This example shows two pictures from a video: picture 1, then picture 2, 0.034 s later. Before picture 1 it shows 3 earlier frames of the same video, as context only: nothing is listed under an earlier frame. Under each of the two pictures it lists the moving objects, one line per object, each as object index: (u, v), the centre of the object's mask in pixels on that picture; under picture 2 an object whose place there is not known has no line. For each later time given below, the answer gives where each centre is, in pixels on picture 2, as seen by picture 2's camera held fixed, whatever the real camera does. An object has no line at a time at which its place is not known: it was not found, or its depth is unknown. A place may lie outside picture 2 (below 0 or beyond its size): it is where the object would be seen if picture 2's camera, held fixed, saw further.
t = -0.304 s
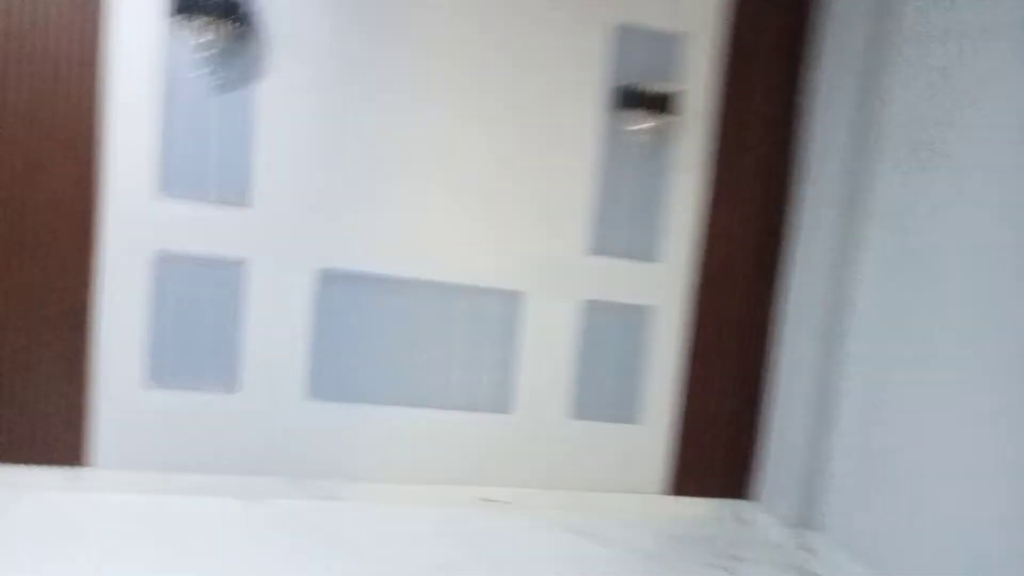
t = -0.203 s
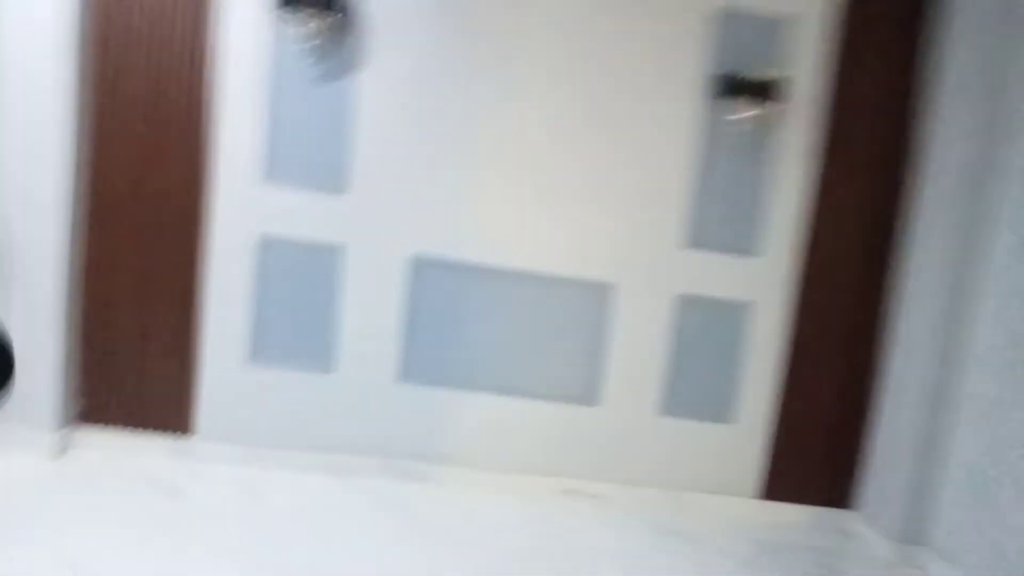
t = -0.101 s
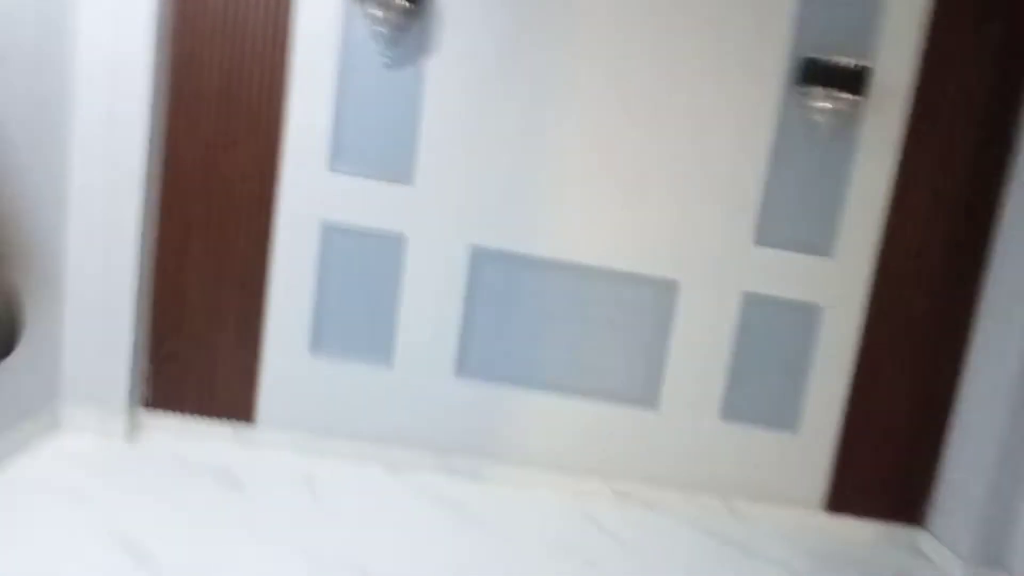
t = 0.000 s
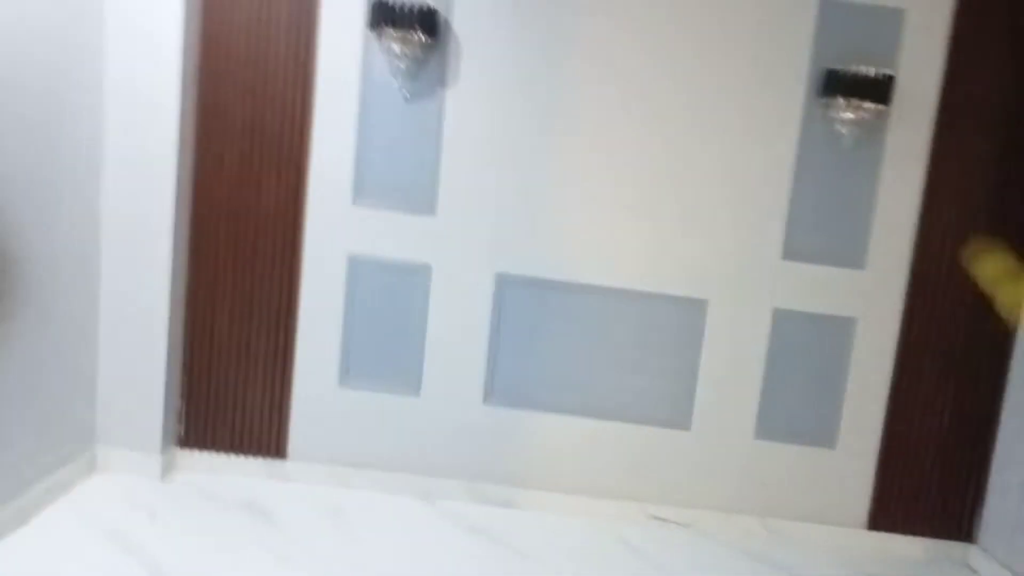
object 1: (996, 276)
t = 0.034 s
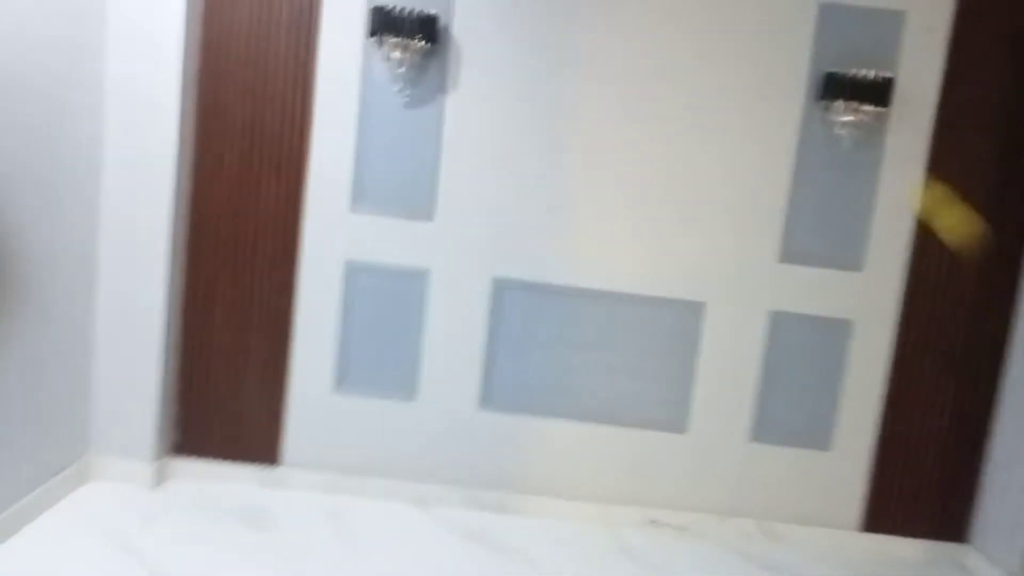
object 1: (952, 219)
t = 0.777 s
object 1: (514, 214)
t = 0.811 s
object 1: (505, 252)
